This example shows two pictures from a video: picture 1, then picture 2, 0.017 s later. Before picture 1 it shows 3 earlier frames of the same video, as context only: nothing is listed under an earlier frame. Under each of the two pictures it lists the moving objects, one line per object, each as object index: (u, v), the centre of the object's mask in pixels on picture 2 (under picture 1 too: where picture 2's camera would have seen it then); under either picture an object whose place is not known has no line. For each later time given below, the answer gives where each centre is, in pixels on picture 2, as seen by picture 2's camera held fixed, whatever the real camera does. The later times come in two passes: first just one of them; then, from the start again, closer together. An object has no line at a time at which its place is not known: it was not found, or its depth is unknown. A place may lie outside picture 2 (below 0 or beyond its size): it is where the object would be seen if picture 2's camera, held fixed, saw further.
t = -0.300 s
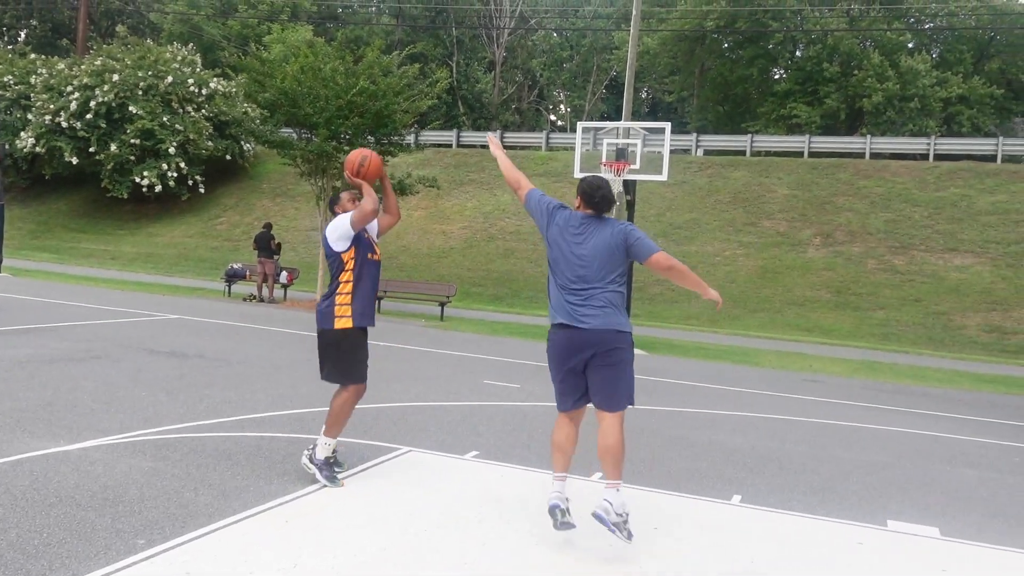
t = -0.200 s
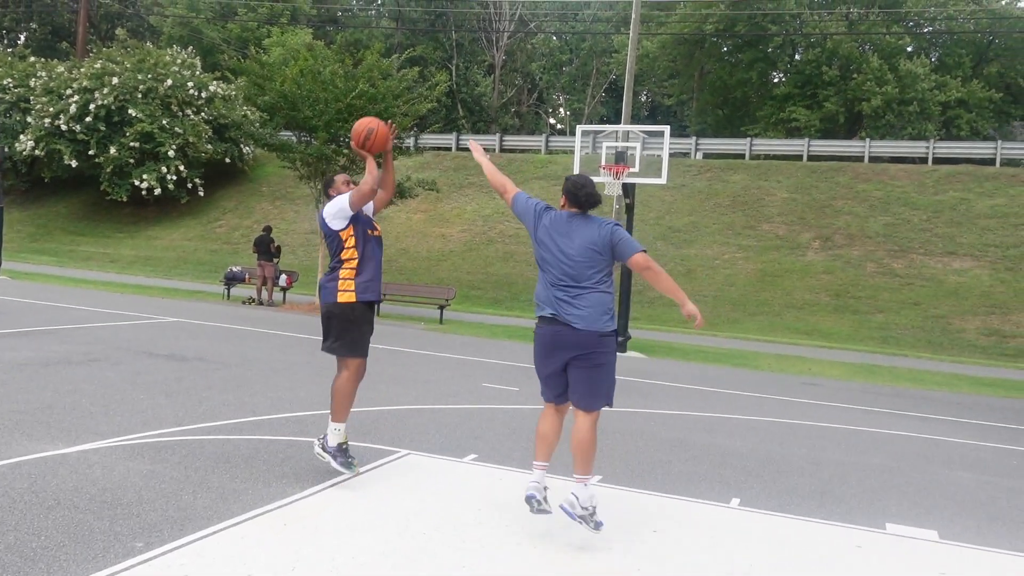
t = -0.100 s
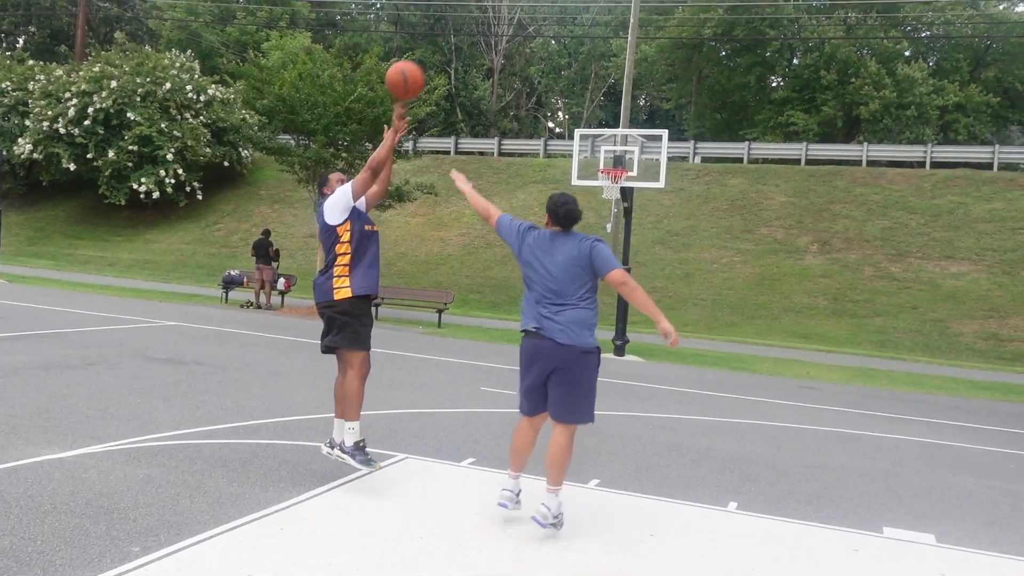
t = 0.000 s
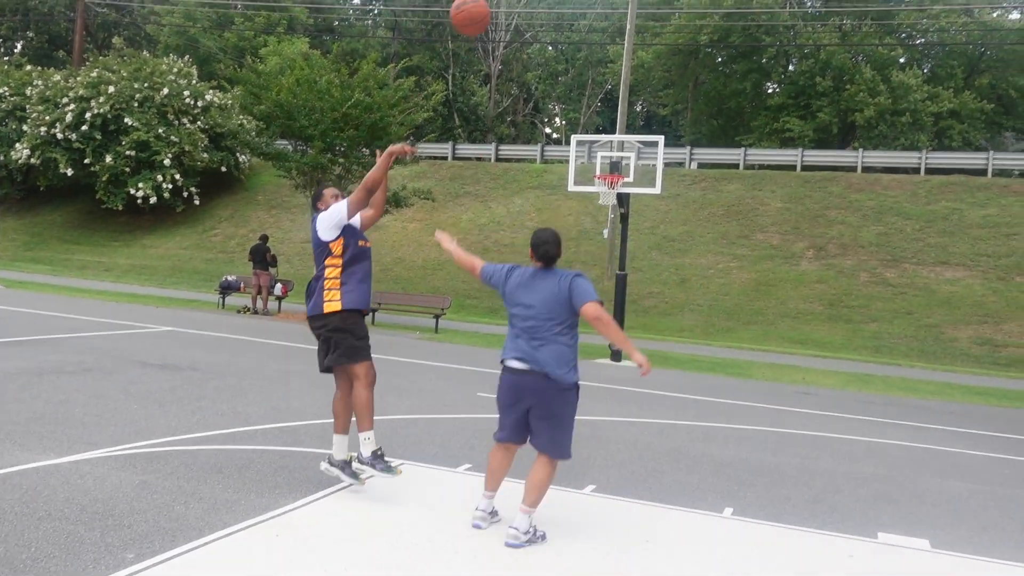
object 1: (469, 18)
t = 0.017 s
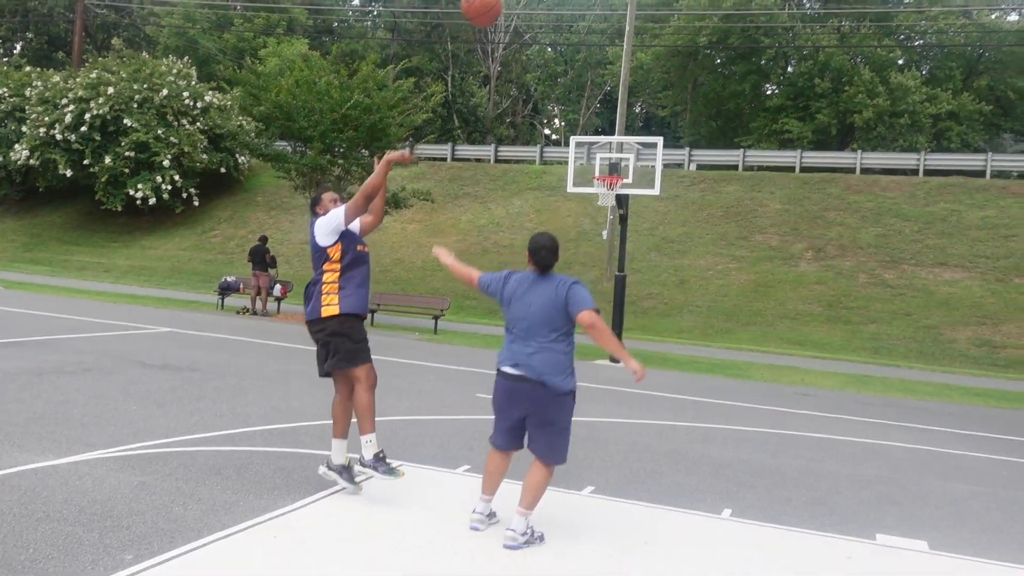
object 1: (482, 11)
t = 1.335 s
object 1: (1202, 145)
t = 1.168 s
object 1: (1142, 65)
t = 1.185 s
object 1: (1146, 71)
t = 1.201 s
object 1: (1150, 74)
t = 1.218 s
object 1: (1156, 79)
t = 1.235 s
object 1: (1162, 84)
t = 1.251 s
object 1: (1169, 92)
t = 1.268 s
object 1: (1175, 101)
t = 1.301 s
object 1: (1188, 122)
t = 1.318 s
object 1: (1195, 132)
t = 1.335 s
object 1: (1202, 145)
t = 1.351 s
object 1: (1208, 157)
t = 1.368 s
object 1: (1216, 171)
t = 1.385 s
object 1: (1223, 186)
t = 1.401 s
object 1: (1230, 202)
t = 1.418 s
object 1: (1238, 218)
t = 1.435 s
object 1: (1245, 236)
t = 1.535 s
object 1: (1286, 358)
